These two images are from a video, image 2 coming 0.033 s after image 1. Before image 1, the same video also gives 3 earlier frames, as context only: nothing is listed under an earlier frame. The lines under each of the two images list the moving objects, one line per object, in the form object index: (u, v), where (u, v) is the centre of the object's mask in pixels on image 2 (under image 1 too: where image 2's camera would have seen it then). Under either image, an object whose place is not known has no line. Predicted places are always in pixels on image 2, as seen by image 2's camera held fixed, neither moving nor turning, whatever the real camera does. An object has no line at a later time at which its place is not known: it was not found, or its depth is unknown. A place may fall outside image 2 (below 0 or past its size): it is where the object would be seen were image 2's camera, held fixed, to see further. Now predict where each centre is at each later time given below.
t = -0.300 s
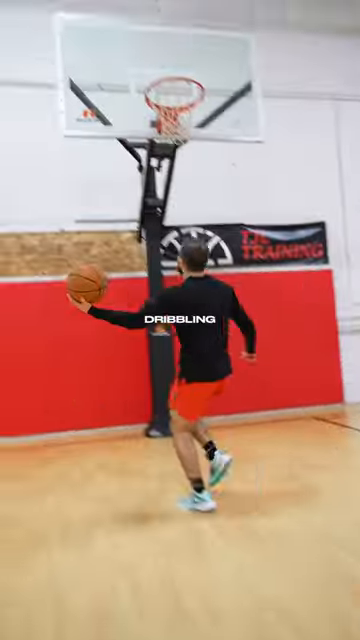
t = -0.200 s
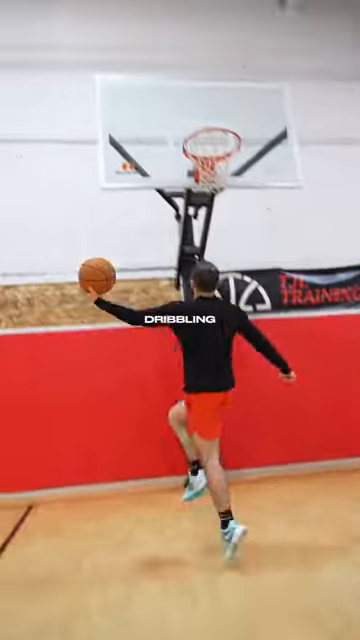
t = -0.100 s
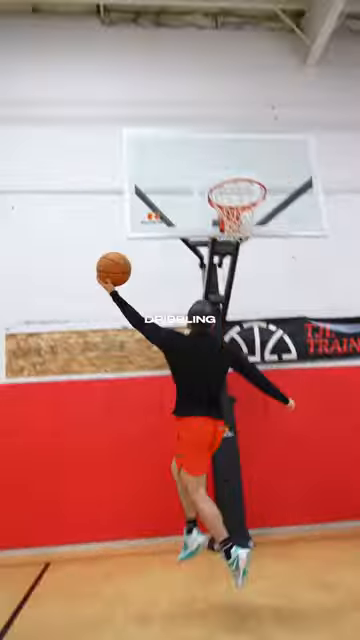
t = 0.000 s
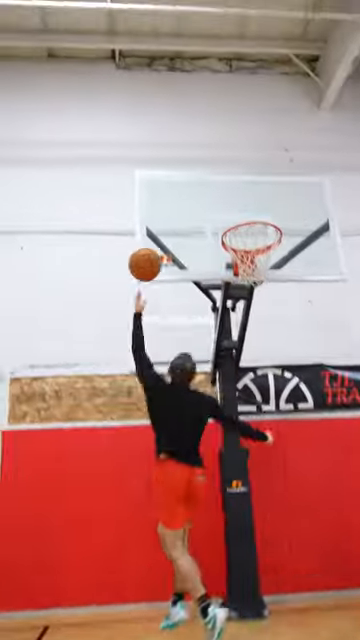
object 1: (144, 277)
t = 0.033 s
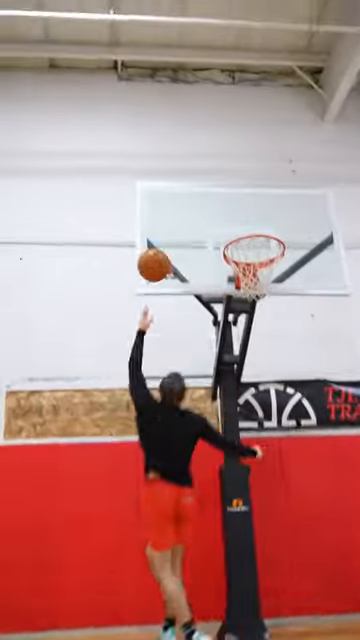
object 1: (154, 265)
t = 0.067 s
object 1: (161, 255)
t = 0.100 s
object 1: (169, 246)
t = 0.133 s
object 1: (177, 239)
